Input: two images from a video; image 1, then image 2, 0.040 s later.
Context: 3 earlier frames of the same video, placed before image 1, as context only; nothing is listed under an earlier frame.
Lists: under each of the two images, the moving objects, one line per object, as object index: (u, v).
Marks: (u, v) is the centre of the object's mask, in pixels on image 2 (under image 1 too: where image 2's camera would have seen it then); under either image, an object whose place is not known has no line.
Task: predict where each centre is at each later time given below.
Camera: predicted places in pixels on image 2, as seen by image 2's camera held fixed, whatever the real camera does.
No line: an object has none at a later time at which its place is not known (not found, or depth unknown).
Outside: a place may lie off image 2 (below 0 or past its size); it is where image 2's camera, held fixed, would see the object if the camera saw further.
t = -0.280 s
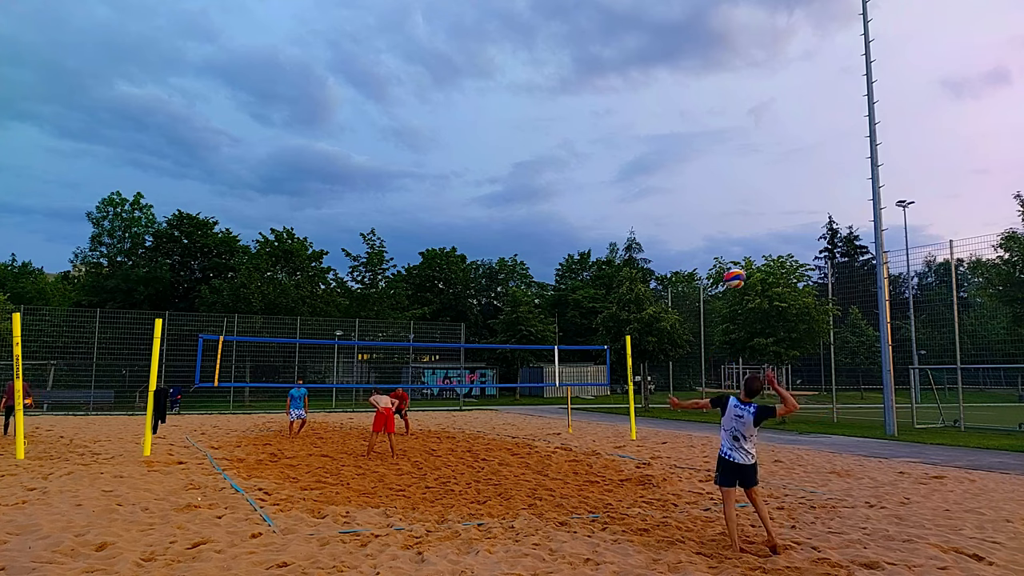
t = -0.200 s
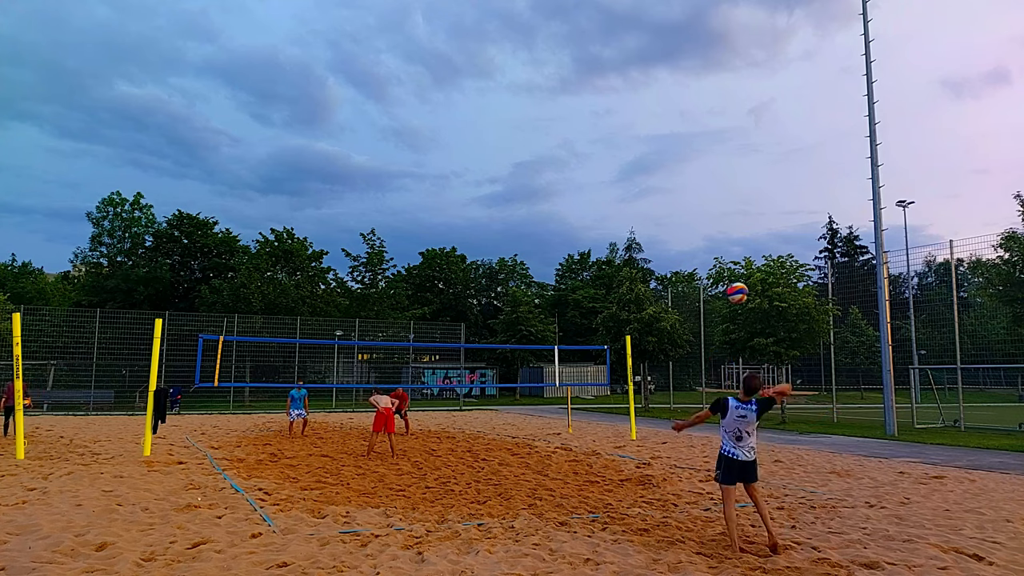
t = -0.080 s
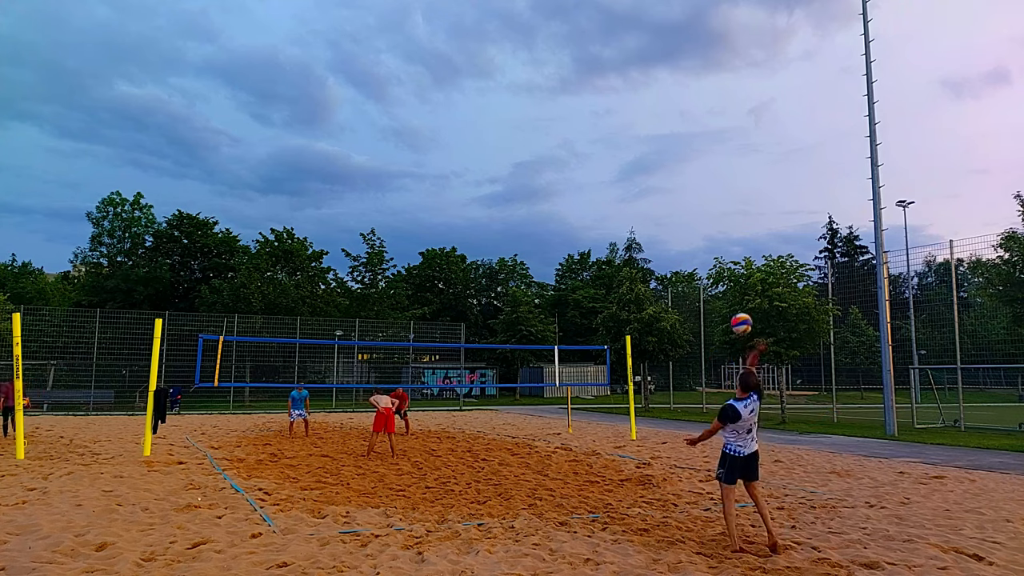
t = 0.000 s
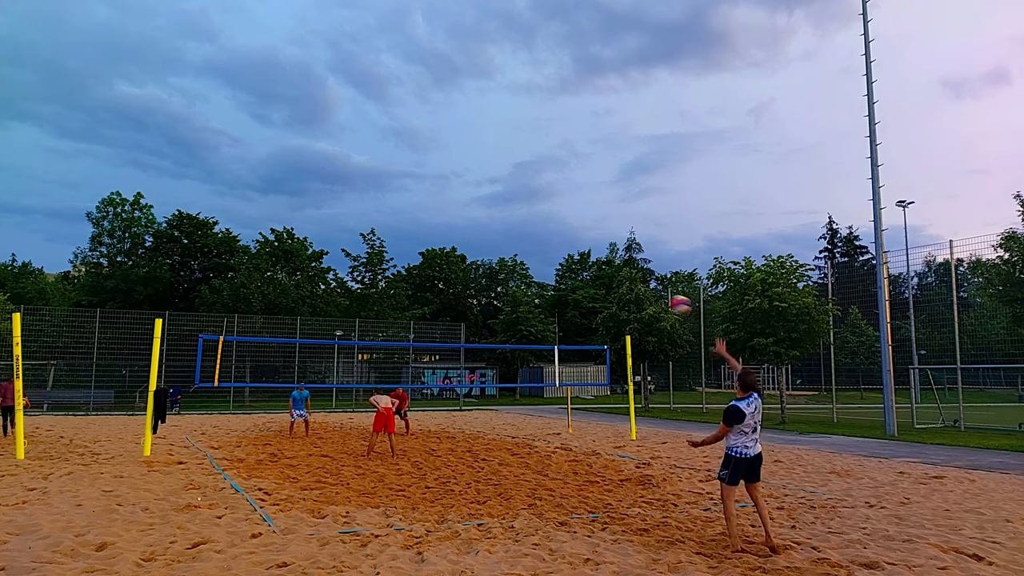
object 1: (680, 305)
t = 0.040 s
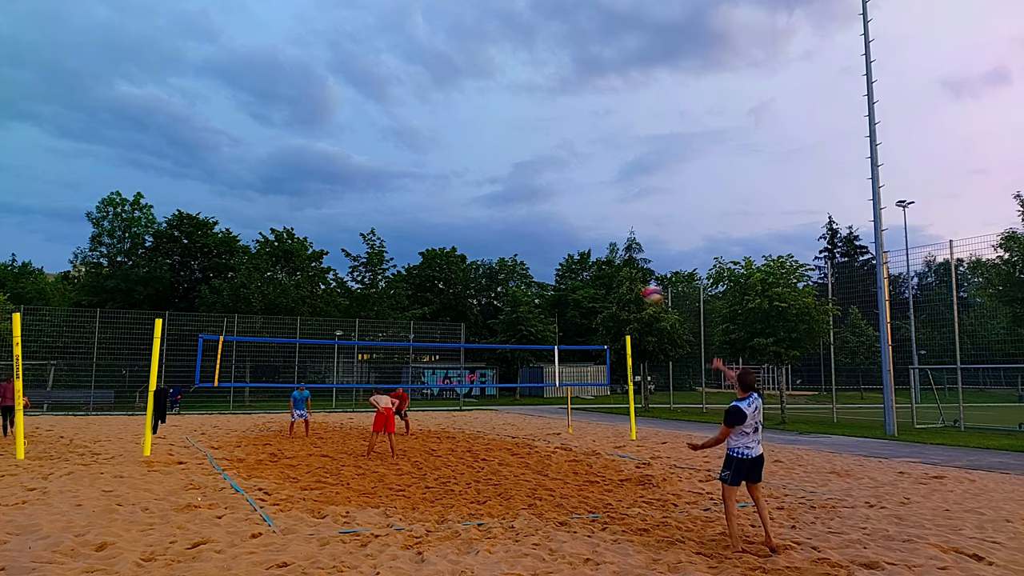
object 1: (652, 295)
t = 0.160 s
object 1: (566, 269)
